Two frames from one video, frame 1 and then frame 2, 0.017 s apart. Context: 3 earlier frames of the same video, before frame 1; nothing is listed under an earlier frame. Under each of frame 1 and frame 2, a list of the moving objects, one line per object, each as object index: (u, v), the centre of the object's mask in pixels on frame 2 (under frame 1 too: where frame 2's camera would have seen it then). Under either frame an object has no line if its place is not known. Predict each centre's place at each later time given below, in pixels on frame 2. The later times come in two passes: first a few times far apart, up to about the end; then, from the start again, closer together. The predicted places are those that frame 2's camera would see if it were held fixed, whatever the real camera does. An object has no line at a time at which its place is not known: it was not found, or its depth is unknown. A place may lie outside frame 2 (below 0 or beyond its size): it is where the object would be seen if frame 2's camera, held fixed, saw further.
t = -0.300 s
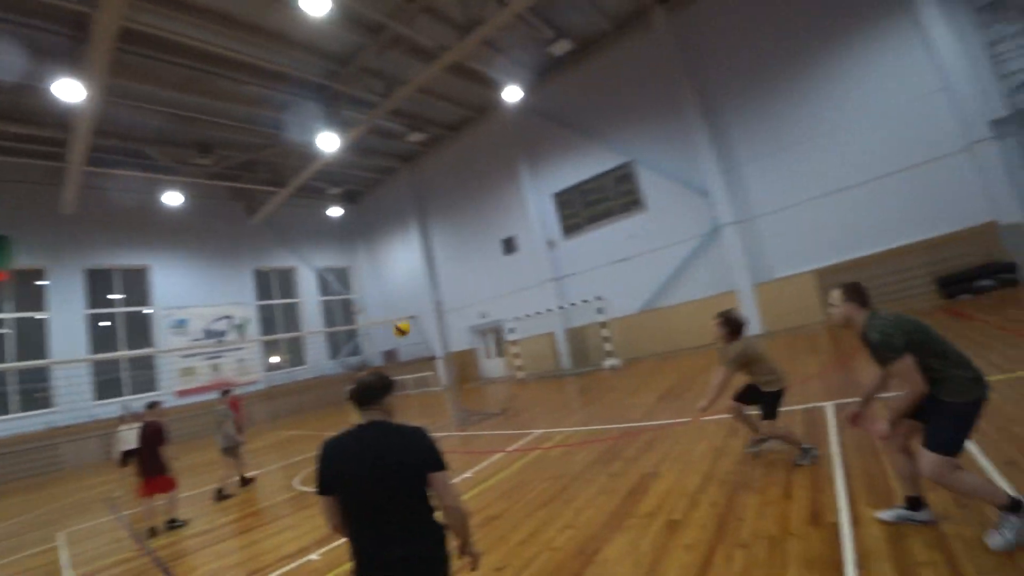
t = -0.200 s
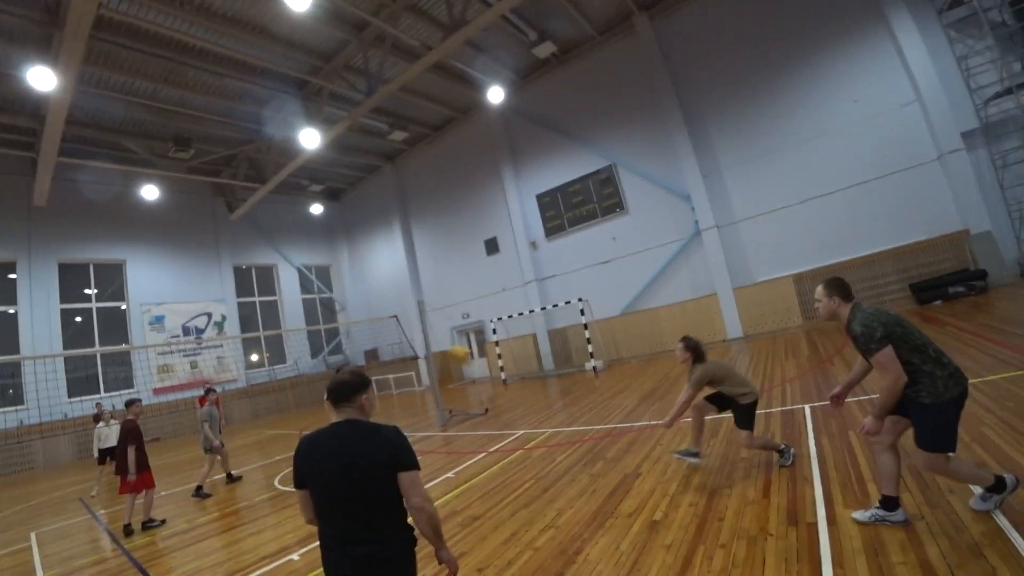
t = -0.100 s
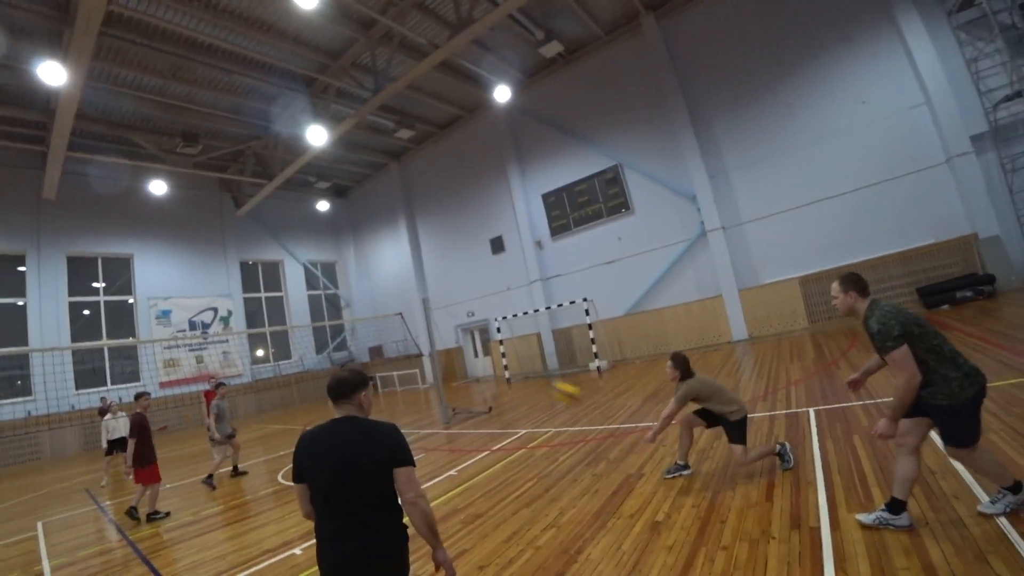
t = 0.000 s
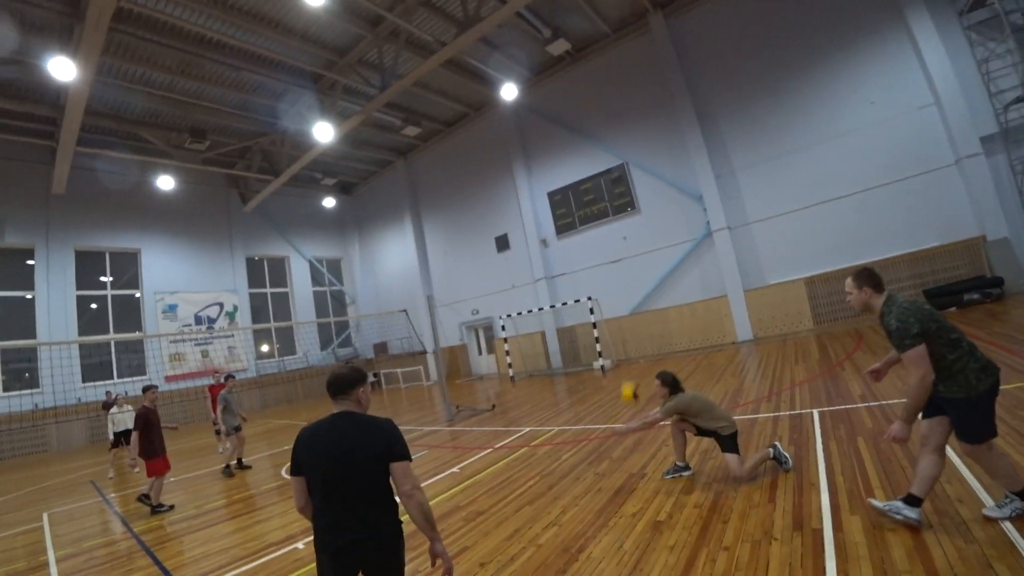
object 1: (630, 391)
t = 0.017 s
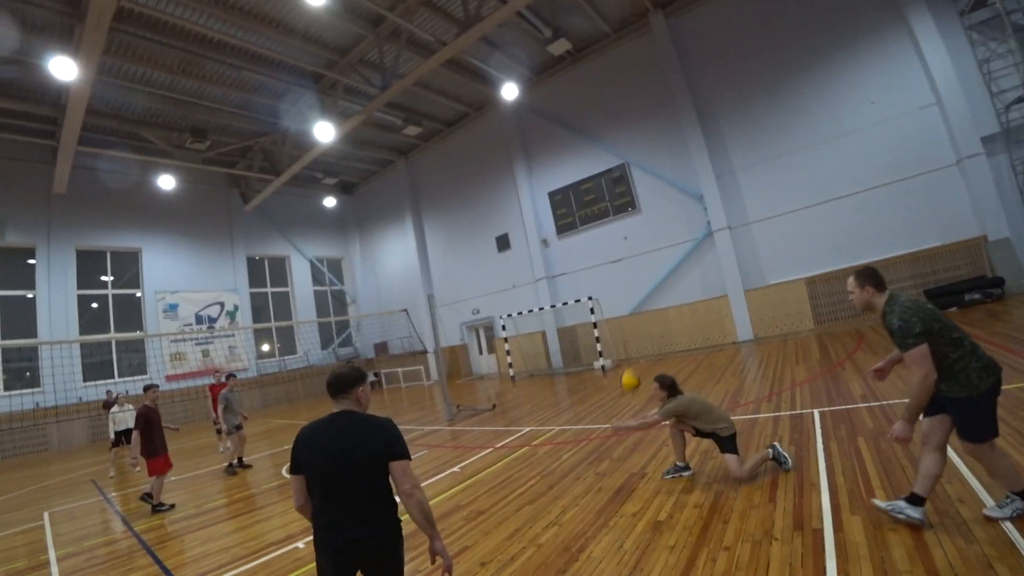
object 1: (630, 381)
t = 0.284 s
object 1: (613, 220)
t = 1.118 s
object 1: (694, 164)
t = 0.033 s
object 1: (628, 367)
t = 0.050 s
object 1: (627, 356)
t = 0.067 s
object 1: (626, 345)
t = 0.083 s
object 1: (625, 335)
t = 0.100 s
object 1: (623, 325)
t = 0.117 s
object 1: (622, 313)
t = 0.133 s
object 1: (622, 302)
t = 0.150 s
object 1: (621, 293)
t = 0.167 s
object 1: (620, 283)
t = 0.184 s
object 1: (619, 273)
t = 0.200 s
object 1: (617, 264)
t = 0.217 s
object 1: (616, 255)
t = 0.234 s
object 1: (616, 245)
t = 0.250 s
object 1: (615, 238)
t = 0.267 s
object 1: (614, 228)
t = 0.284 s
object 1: (613, 220)
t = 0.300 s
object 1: (612, 212)
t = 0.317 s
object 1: (612, 204)
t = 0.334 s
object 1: (611, 196)
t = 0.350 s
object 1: (611, 190)
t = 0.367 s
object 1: (609, 182)
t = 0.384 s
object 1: (610, 176)
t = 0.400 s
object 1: (609, 169)
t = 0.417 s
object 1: (609, 163)
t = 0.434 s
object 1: (609, 158)
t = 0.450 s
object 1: (608, 152)
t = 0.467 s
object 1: (609, 146)
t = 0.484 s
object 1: (609, 141)
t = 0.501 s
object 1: (609, 135)
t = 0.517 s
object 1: (608, 131)
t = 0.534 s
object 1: (609, 126)
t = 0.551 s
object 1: (609, 121)
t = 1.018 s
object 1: (664, 123)
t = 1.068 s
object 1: (678, 140)
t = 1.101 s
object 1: (688, 155)
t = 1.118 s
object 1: (694, 164)
